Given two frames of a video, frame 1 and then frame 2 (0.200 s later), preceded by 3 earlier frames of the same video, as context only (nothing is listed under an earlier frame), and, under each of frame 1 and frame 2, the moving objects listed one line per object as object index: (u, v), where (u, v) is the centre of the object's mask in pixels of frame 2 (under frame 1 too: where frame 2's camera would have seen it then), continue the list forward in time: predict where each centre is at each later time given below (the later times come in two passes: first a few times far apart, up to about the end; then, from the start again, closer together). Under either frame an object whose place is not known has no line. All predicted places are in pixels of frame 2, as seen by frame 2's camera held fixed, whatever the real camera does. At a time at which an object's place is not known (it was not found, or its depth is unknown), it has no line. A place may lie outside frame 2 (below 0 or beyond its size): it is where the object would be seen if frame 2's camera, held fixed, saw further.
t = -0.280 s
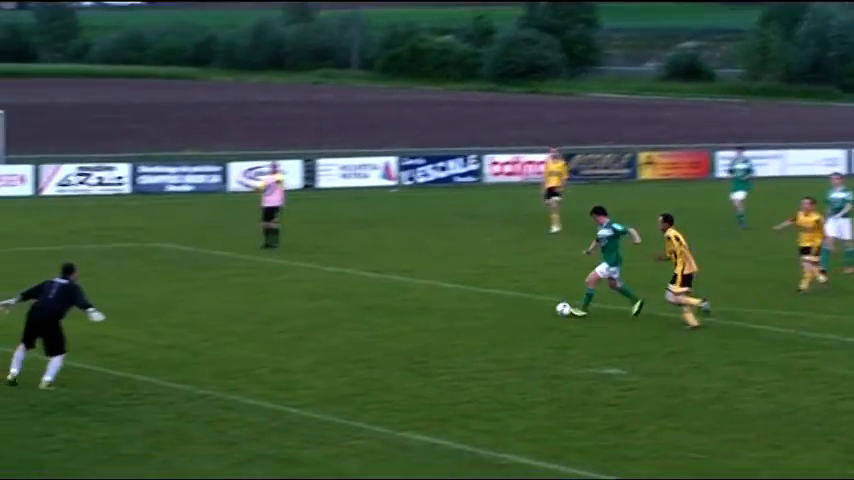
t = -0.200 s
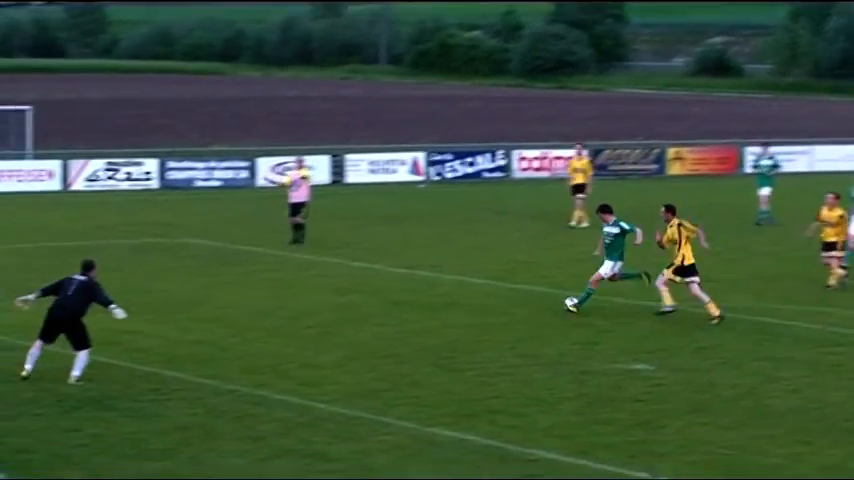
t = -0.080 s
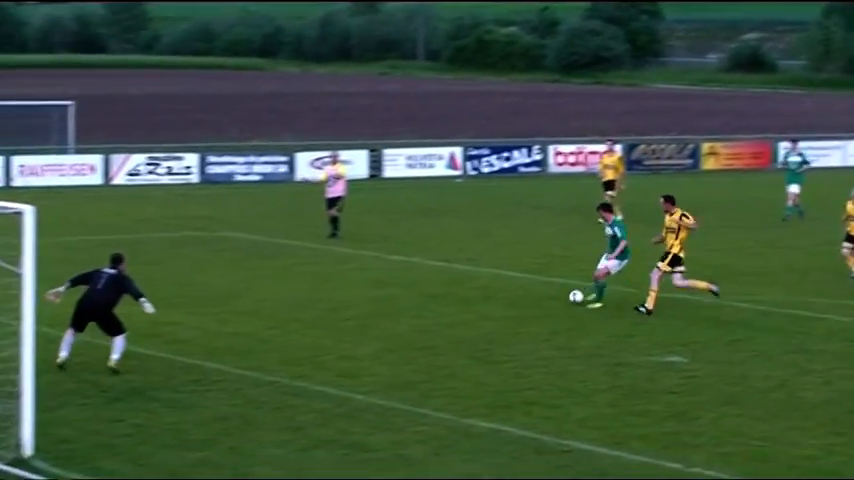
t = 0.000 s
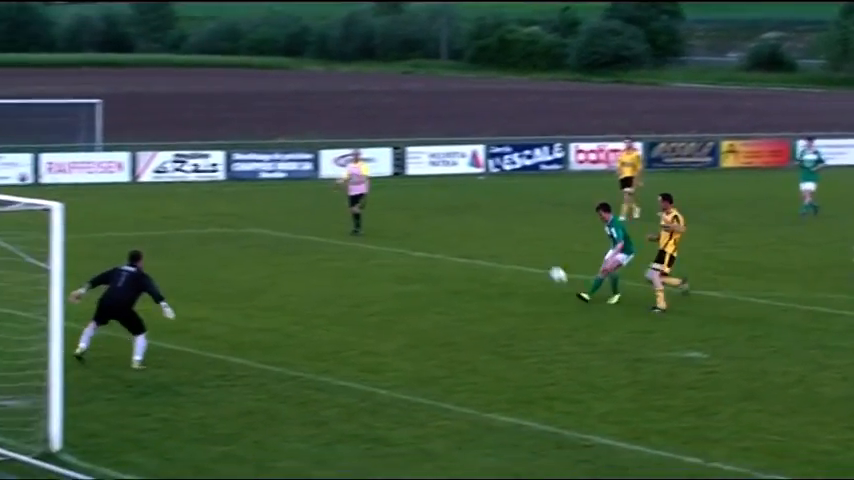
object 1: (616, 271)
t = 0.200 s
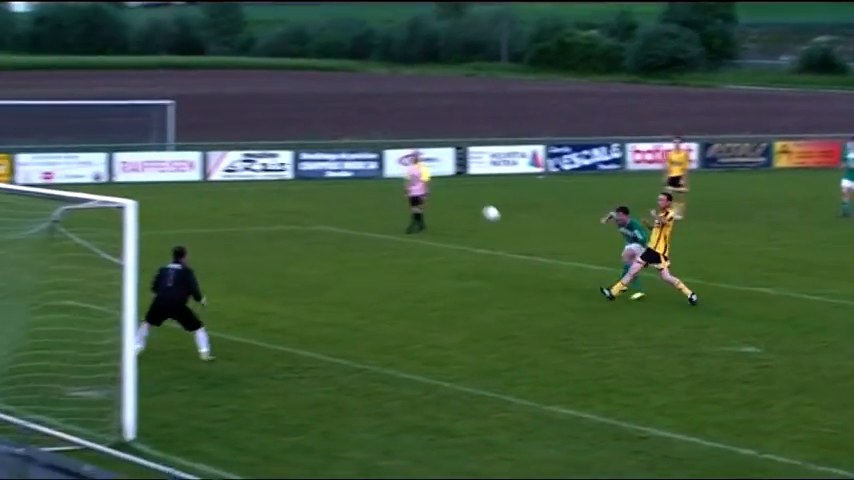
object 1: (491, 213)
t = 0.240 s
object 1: (465, 204)
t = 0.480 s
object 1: (307, 163)
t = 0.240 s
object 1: (465, 204)
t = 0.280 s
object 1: (440, 195)
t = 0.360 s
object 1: (388, 179)
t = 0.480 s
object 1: (307, 163)
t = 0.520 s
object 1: (280, 157)
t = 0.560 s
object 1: (251, 153)
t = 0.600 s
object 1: (223, 150)
